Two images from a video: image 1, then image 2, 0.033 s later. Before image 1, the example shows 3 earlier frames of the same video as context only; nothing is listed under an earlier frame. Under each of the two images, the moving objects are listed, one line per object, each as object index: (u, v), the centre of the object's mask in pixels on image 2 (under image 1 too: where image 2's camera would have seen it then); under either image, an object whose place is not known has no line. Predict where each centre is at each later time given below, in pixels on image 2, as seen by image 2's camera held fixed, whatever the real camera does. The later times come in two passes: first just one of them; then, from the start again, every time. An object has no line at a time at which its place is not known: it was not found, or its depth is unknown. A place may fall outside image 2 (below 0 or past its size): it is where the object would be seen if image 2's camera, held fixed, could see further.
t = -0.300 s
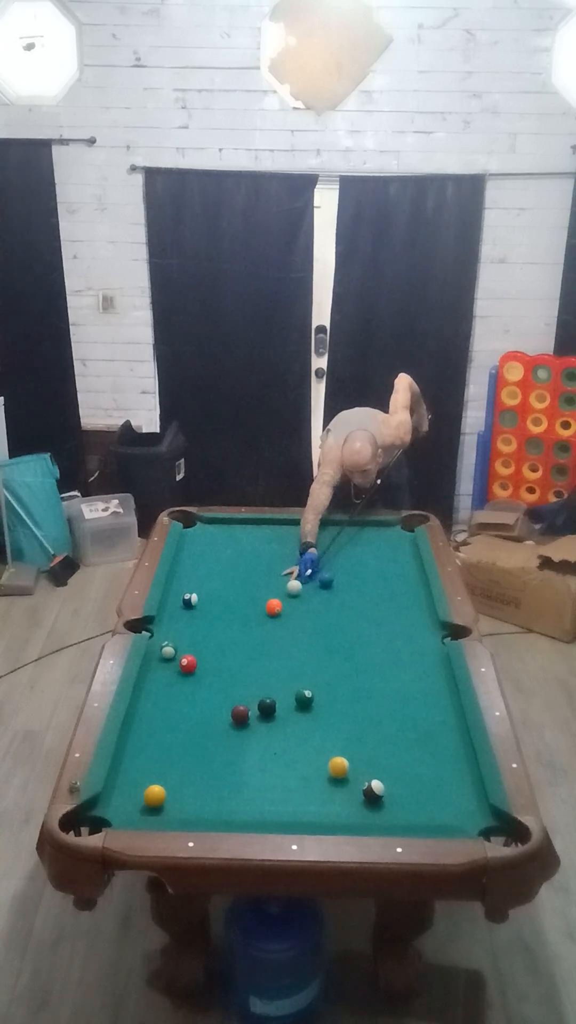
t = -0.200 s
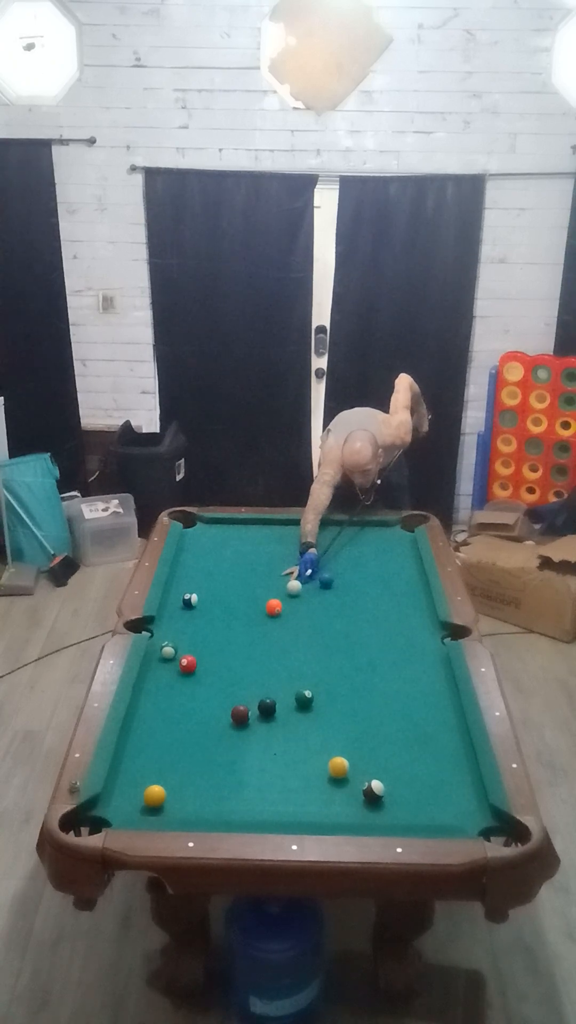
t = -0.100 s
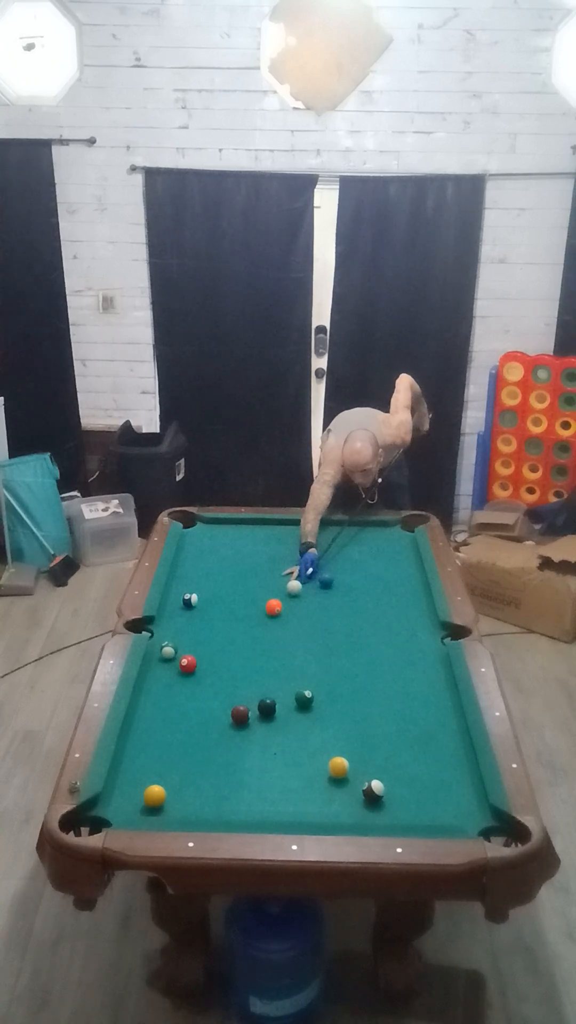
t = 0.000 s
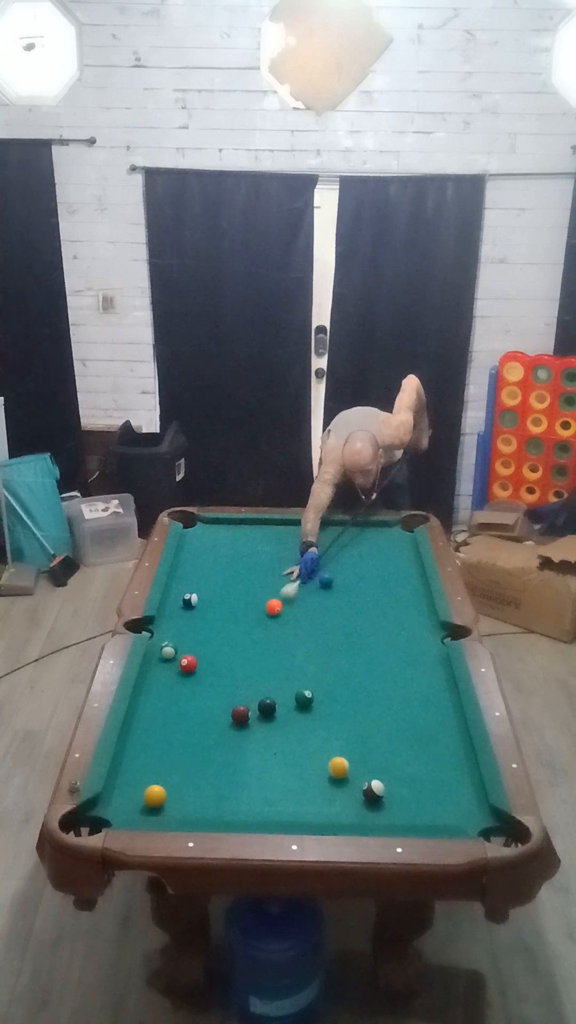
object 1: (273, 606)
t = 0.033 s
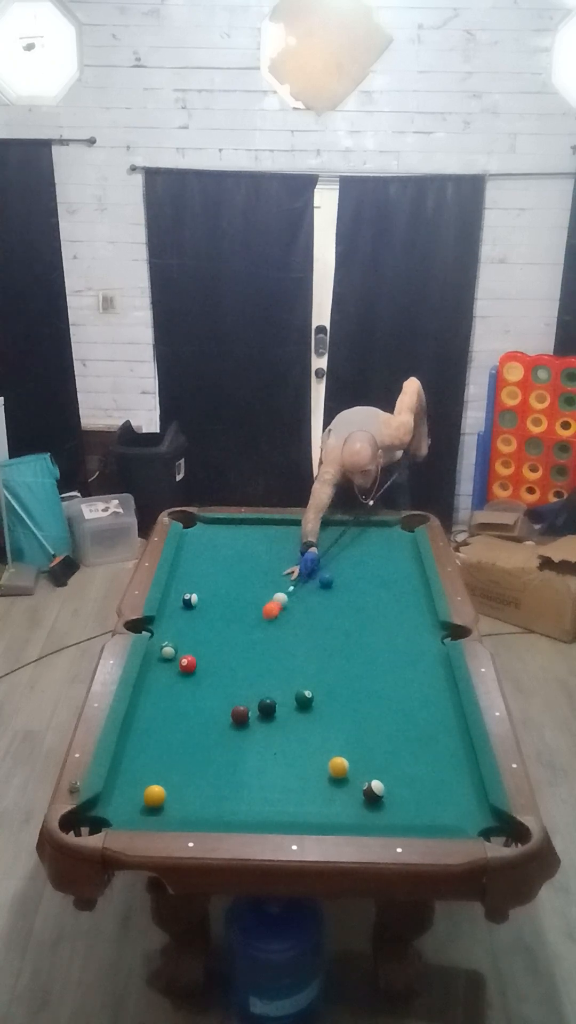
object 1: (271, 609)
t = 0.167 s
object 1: (235, 652)
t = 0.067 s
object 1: (262, 620)
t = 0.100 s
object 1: (252, 631)
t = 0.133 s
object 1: (244, 642)
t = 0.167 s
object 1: (235, 652)
